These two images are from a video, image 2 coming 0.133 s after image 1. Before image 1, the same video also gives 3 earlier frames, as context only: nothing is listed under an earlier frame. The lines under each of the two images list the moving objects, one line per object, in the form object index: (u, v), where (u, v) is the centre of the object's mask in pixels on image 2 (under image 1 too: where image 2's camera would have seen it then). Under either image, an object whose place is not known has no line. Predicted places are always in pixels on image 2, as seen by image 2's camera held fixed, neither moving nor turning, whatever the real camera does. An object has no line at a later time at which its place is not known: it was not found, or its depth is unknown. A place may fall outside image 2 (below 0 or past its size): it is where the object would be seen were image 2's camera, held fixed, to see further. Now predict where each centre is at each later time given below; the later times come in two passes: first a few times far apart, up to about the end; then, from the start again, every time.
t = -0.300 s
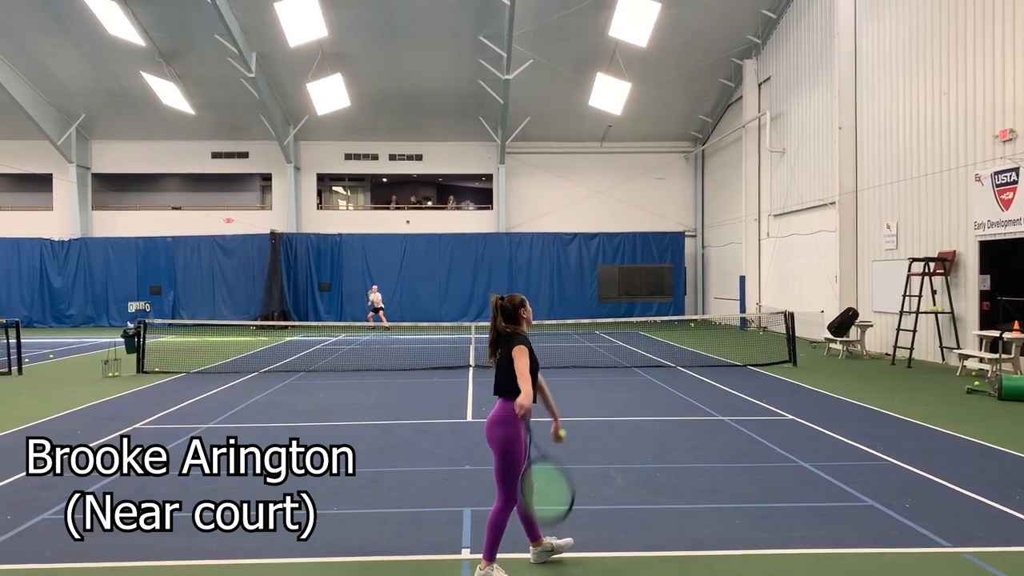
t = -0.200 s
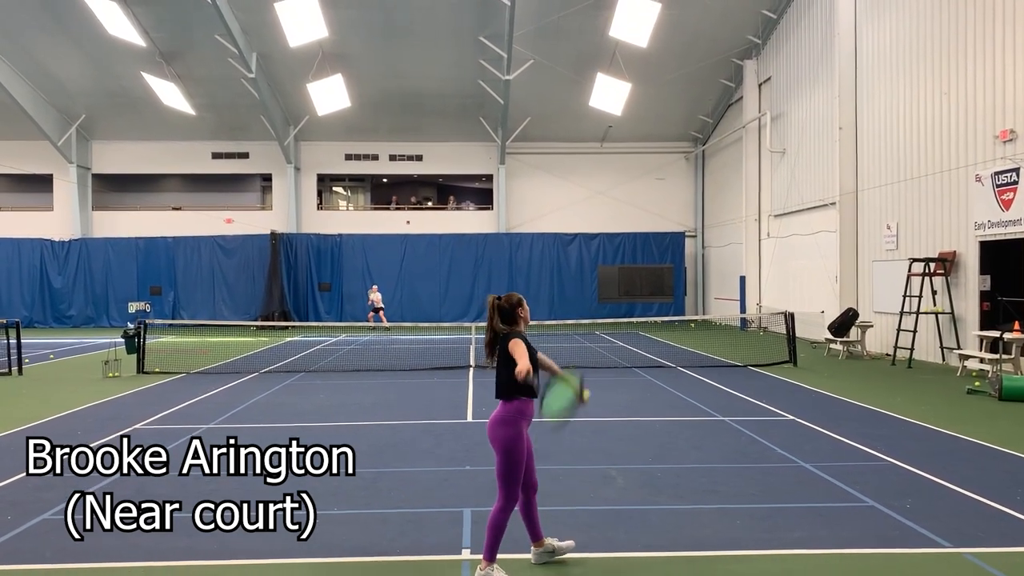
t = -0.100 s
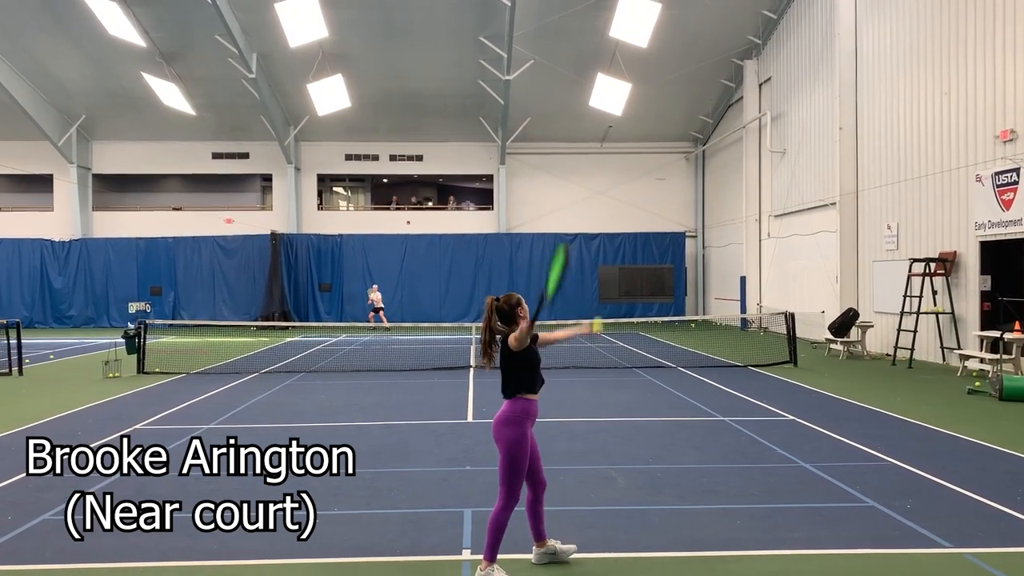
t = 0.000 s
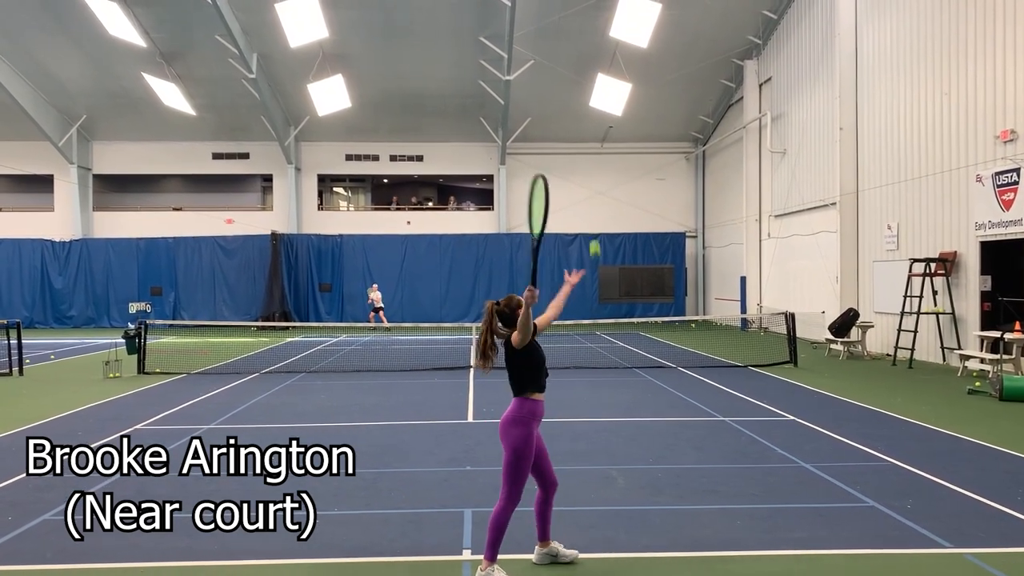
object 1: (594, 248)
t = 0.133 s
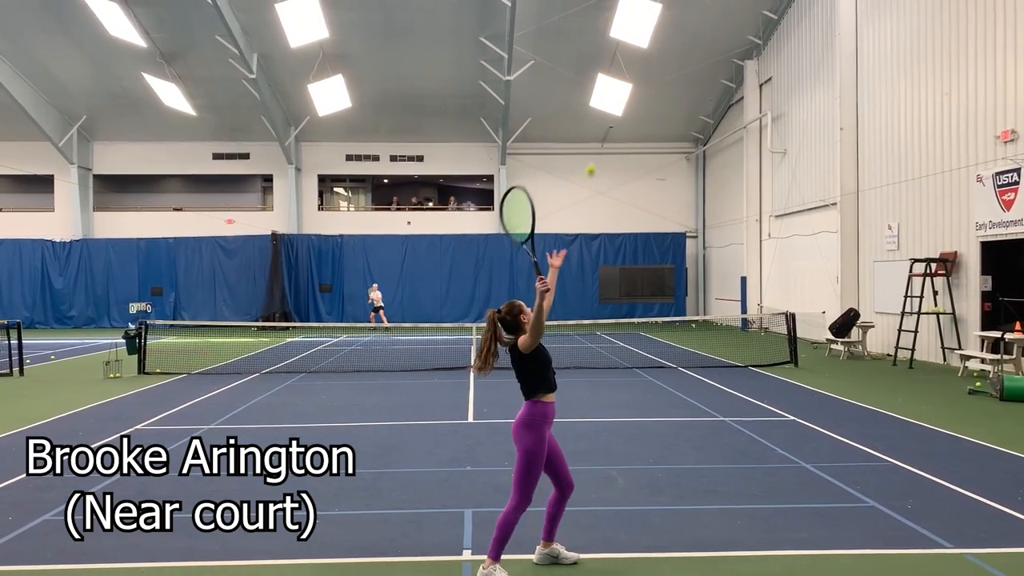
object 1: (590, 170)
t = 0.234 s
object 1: (587, 128)
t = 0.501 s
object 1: (580, 91)
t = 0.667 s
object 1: (576, 120)
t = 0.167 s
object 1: (589, 154)
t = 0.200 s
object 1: (588, 140)
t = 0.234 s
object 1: (587, 128)
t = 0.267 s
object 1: (586, 117)
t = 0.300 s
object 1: (585, 109)
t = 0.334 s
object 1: (584, 101)
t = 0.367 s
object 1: (583, 96)
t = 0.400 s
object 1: (583, 93)
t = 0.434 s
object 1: (582, 91)
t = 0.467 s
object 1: (581, 90)
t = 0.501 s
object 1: (580, 91)
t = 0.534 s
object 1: (579, 94)
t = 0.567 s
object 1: (578, 97)
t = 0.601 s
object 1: (577, 103)
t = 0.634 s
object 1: (576, 111)
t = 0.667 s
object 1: (576, 120)
